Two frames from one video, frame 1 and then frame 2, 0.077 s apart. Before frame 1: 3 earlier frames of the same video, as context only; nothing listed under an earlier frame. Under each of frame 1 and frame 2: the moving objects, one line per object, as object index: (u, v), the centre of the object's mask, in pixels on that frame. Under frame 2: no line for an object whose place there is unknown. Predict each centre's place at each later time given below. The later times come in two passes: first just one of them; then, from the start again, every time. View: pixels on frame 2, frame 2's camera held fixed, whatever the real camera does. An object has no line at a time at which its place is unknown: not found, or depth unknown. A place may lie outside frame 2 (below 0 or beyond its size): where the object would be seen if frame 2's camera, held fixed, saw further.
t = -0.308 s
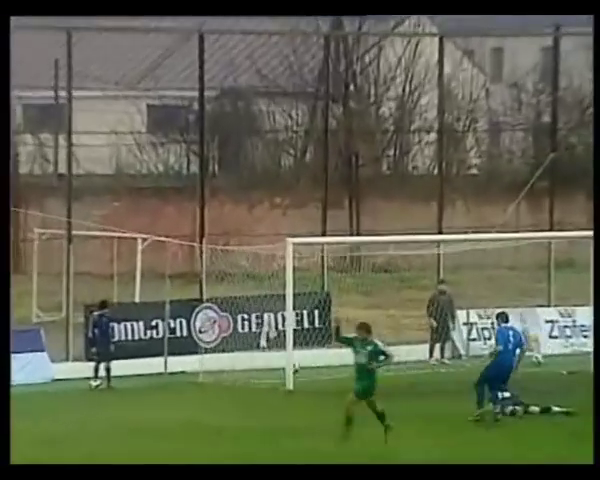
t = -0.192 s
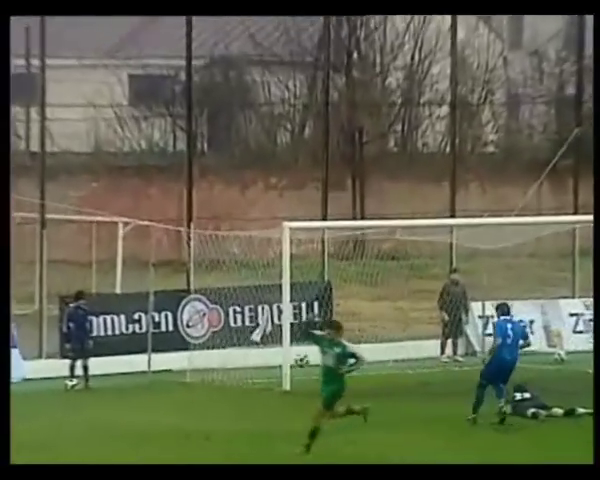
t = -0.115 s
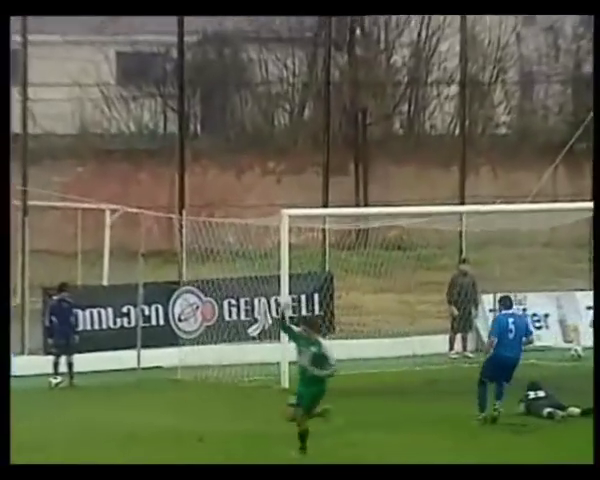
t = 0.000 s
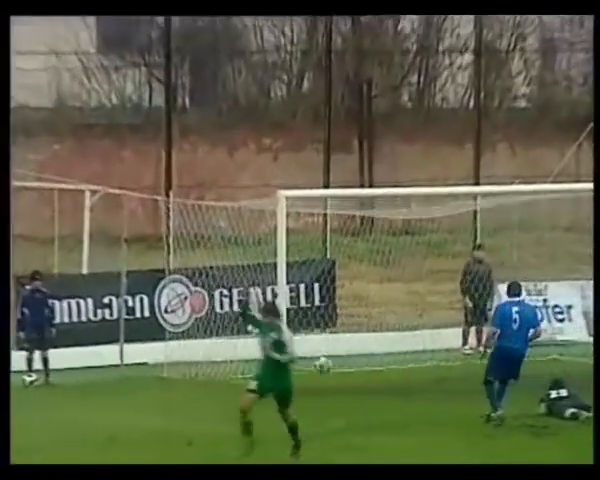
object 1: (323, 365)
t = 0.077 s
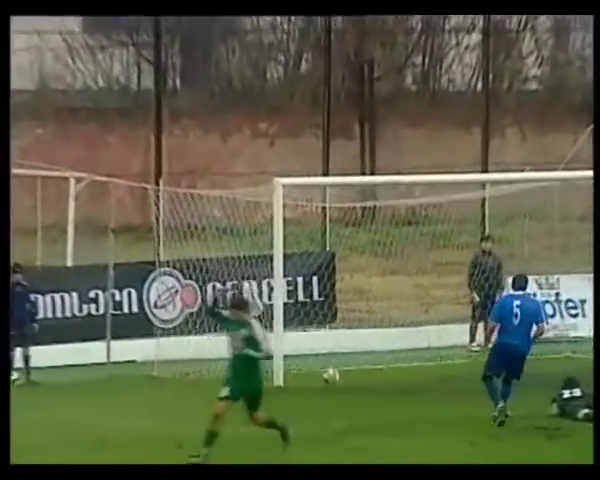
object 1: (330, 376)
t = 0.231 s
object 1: (352, 381)
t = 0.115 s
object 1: (336, 381)
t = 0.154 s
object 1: (341, 380)
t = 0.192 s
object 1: (347, 380)
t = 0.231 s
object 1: (352, 381)
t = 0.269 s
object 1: (359, 384)
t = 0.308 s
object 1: (364, 388)
